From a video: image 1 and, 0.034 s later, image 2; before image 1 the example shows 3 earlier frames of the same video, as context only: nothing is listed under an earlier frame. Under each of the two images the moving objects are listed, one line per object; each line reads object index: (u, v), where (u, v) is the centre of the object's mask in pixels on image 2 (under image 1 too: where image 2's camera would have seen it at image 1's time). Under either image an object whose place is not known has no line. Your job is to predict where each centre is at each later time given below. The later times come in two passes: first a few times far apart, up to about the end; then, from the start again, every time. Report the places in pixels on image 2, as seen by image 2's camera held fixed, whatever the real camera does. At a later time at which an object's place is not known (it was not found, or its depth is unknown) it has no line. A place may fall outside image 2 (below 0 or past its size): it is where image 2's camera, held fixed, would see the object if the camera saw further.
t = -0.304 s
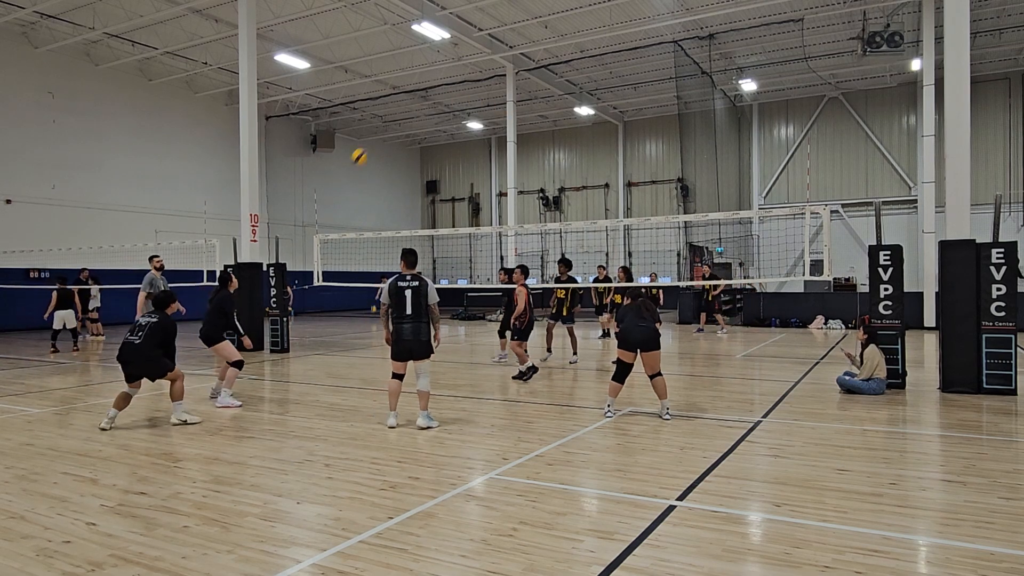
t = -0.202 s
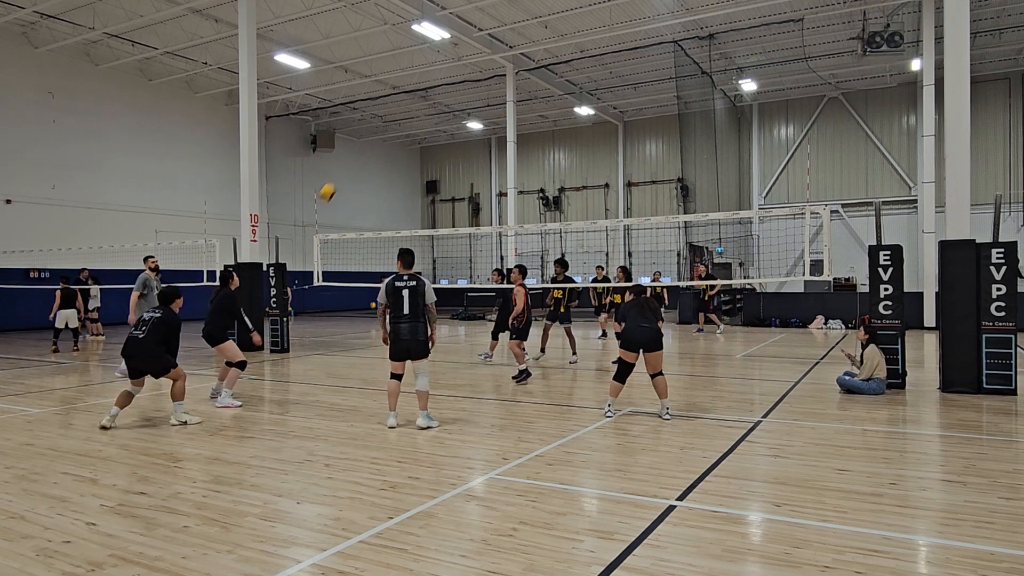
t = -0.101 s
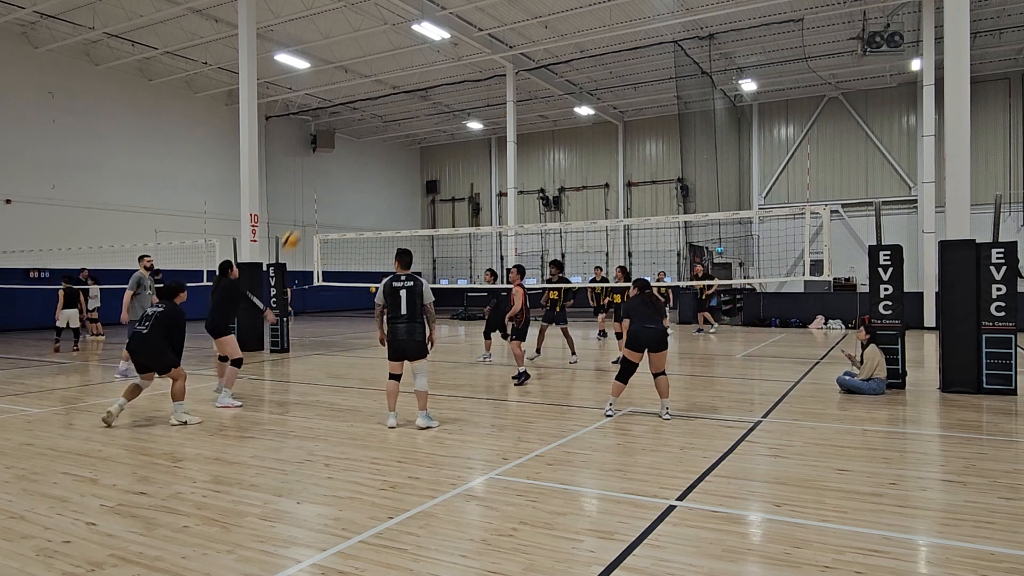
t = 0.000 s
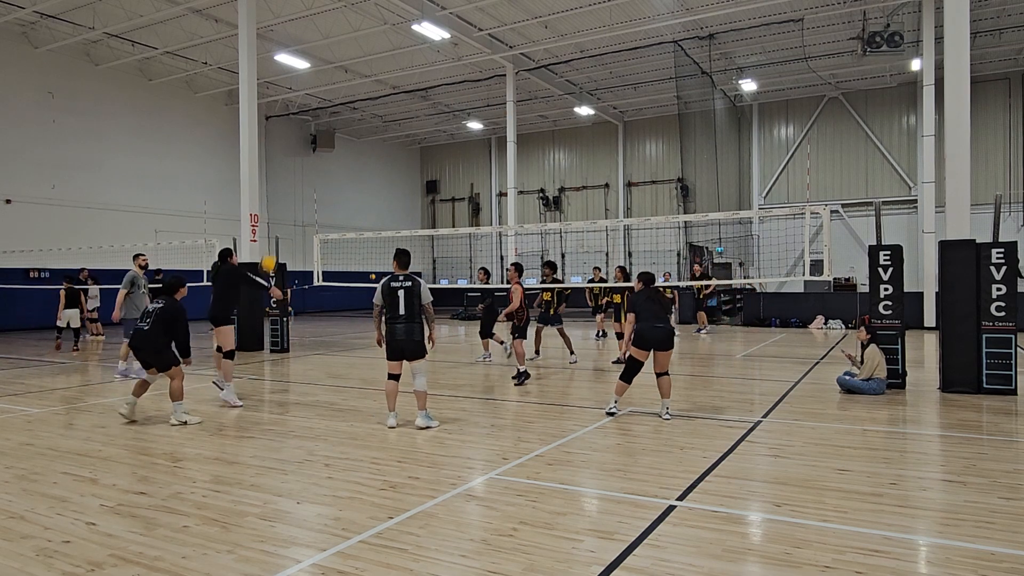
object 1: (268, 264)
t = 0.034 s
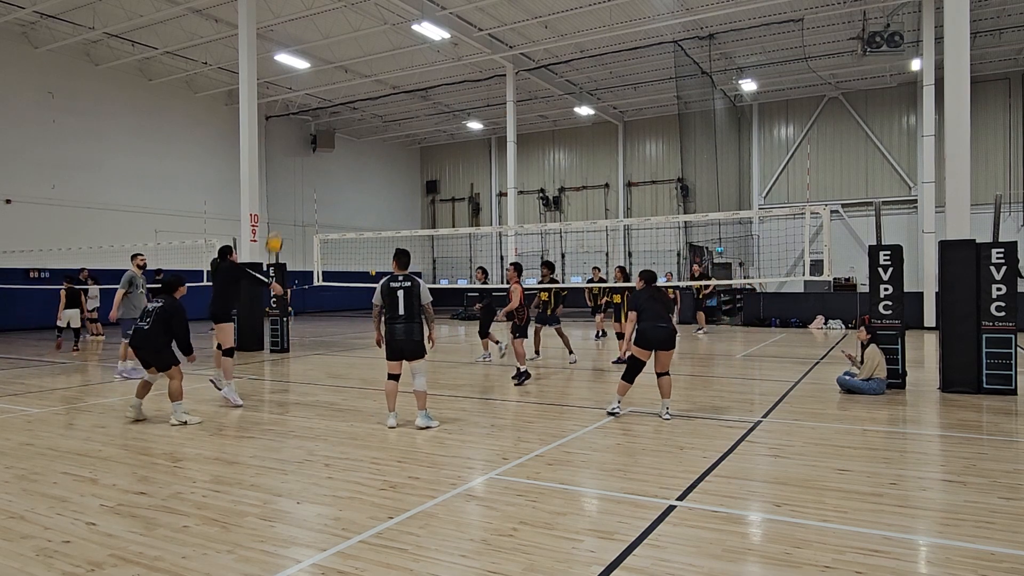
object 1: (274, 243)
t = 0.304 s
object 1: (319, 121)
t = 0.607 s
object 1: (366, 61)
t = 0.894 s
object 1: (408, 68)
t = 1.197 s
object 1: (450, 137)
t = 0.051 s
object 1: (277, 233)
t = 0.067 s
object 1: (280, 224)
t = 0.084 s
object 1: (283, 215)
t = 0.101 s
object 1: (285, 206)
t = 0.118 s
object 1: (289, 197)
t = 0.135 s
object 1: (291, 189)
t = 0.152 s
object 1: (295, 182)
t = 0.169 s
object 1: (297, 174)
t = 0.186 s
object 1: (300, 166)
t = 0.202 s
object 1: (303, 159)
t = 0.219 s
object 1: (305, 152)
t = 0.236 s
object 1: (308, 146)
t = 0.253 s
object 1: (310, 139)
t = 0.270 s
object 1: (313, 133)
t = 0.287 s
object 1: (316, 128)
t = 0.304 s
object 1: (319, 121)
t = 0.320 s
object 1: (321, 116)
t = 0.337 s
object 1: (324, 110)
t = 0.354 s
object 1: (326, 106)
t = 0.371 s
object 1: (329, 101)
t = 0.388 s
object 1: (332, 97)
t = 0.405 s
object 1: (335, 93)
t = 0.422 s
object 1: (338, 89)
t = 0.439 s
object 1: (340, 85)
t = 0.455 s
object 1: (343, 81)
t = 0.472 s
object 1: (345, 78)
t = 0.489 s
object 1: (348, 75)
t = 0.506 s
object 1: (351, 73)
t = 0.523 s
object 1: (354, 70)
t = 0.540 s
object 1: (355, 68)
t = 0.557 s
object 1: (358, 66)
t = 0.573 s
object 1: (361, 64)
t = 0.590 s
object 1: (364, 62)
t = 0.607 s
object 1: (366, 61)
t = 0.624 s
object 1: (369, 60)
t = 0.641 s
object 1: (371, 59)
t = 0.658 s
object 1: (374, 58)
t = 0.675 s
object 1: (376, 57)
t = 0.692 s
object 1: (379, 57)
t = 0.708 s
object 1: (382, 56)
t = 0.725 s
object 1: (384, 56)
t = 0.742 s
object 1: (387, 57)
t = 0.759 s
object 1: (389, 58)
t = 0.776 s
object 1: (392, 58)
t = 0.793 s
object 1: (394, 59)
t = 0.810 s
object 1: (396, 60)
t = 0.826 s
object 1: (399, 61)
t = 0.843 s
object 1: (401, 63)
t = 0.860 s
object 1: (403, 64)
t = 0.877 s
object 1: (406, 66)
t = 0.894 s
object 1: (408, 68)
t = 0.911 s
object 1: (411, 70)
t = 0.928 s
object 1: (413, 72)
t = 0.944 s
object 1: (415, 75)
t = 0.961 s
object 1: (418, 78)
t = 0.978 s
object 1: (420, 81)
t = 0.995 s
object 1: (422, 84)
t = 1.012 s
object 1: (425, 88)
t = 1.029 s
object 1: (427, 92)
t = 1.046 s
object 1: (429, 96)
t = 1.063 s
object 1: (432, 99)
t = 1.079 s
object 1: (434, 103)
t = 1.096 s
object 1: (436, 107)
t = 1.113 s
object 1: (439, 112)
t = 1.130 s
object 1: (441, 116)
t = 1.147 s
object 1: (444, 122)
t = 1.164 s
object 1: (446, 127)
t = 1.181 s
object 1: (448, 132)
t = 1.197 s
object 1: (450, 137)
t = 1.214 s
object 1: (452, 143)
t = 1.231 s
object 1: (454, 148)
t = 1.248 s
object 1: (456, 154)
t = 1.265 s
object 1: (459, 160)
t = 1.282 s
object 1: (461, 166)
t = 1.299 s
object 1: (463, 172)
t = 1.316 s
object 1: (466, 178)
